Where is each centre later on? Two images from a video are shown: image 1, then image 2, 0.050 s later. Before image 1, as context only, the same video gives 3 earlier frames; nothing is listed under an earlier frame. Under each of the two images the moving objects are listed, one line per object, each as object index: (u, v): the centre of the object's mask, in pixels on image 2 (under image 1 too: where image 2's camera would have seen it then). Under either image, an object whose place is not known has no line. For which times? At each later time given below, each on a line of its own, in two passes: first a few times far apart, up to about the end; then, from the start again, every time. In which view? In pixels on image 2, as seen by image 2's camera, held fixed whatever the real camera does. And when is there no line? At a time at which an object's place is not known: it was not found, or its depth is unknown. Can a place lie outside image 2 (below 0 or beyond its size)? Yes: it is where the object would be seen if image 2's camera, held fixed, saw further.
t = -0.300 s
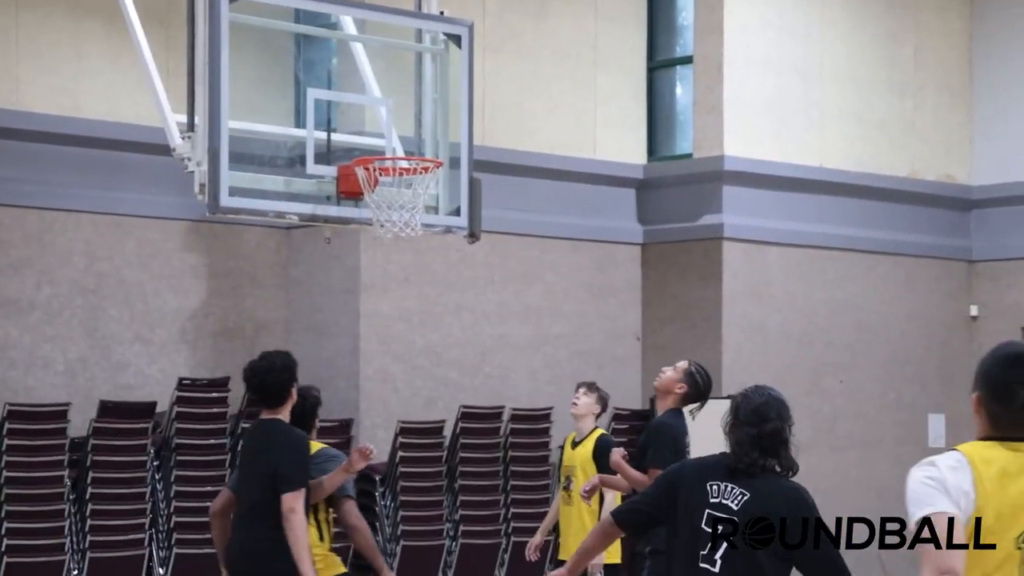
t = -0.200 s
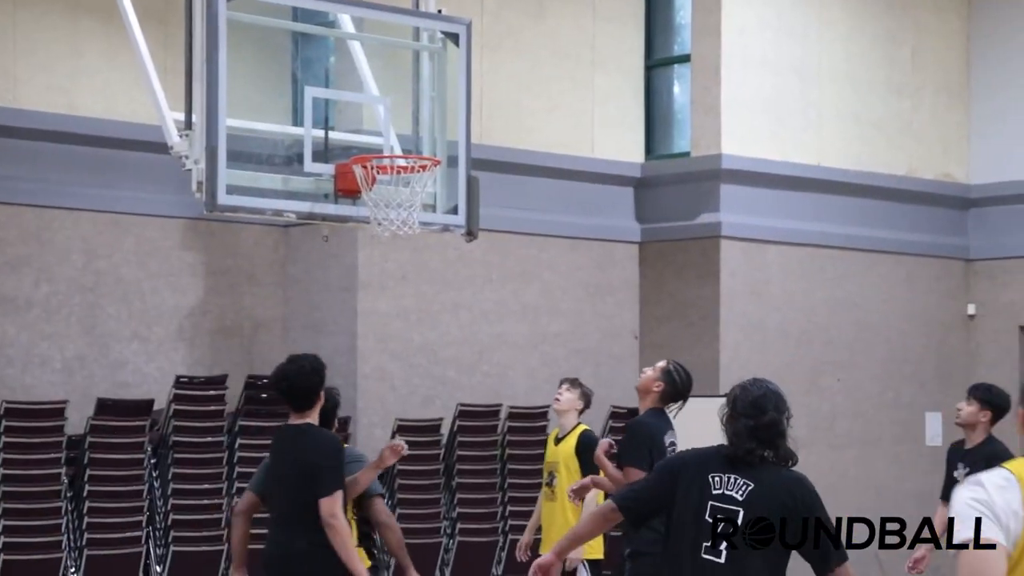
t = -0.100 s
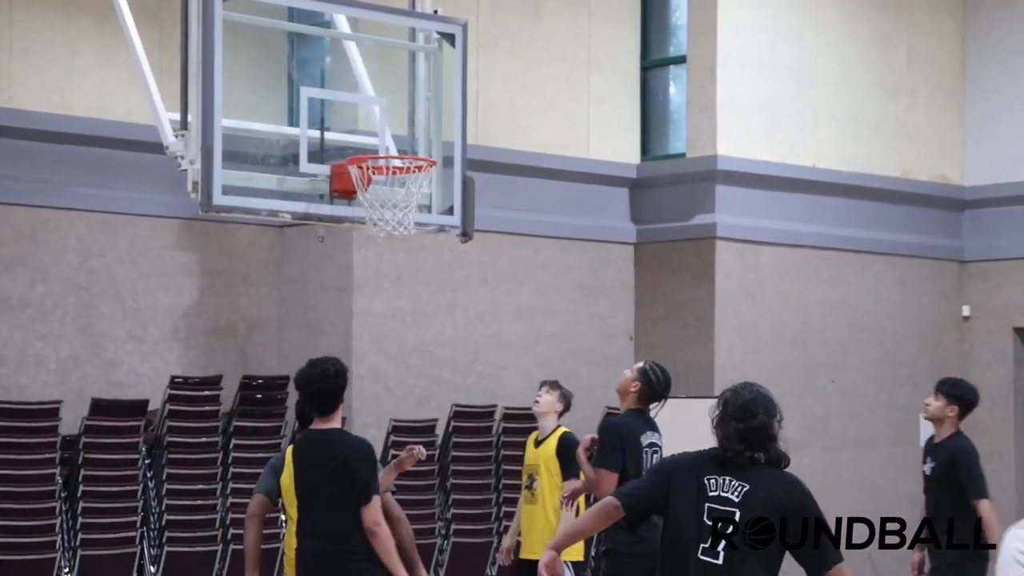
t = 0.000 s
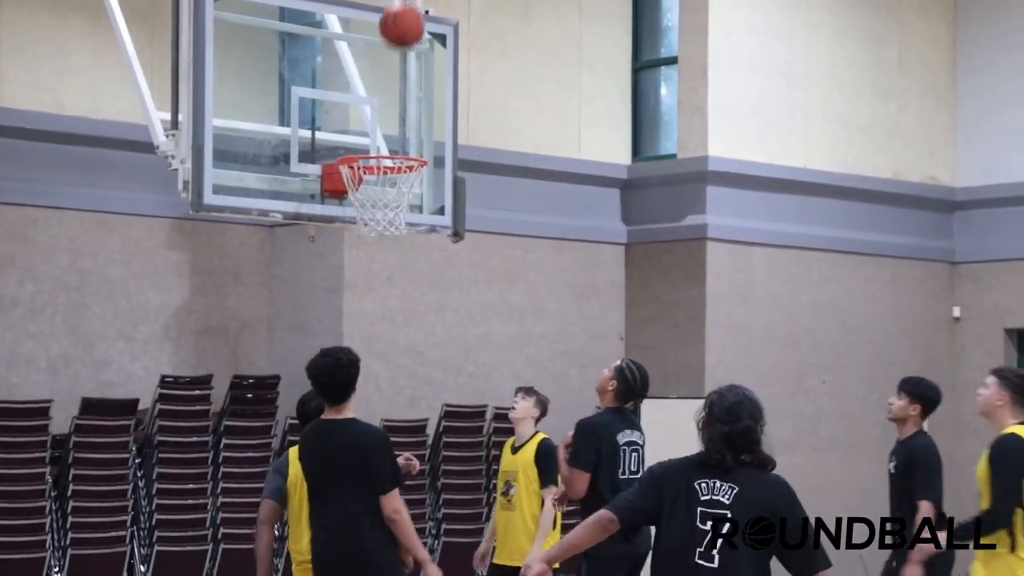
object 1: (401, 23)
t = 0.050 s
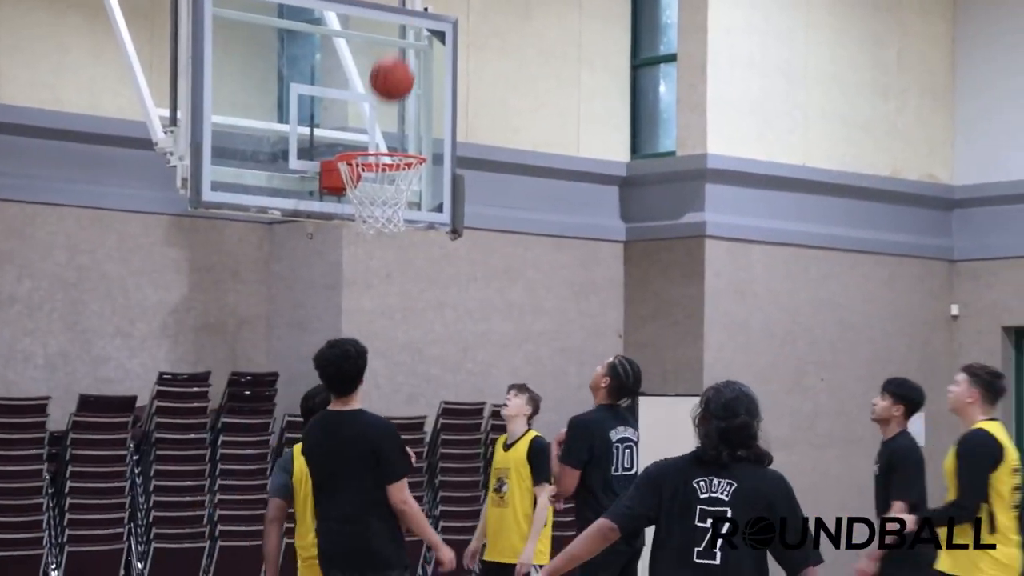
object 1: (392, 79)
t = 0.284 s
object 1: (379, 186)
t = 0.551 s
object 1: (380, 276)
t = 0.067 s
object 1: (389, 98)
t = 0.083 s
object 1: (386, 117)
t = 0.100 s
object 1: (384, 135)
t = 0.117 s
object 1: (380, 158)
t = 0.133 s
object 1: (380, 167)
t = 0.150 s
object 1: (376, 175)
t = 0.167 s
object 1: (376, 182)
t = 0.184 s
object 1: (377, 185)
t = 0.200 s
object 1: (377, 184)
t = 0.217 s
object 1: (376, 180)
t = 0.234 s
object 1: (377, 181)
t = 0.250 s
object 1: (378, 184)
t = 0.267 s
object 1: (379, 186)
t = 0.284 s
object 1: (379, 186)
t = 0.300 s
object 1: (379, 190)
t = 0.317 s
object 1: (380, 193)
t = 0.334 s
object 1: (380, 196)
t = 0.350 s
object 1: (380, 201)
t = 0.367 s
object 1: (381, 204)
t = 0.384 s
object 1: (380, 209)
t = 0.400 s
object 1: (381, 214)
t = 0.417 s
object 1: (380, 219)
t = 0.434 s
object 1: (379, 225)
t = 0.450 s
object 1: (380, 230)
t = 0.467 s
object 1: (380, 242)
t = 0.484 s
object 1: (381, 246)
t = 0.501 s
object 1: (381, 251)
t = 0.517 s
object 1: (380, 258)
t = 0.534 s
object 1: (380, 267)
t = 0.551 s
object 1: (380, 276)
